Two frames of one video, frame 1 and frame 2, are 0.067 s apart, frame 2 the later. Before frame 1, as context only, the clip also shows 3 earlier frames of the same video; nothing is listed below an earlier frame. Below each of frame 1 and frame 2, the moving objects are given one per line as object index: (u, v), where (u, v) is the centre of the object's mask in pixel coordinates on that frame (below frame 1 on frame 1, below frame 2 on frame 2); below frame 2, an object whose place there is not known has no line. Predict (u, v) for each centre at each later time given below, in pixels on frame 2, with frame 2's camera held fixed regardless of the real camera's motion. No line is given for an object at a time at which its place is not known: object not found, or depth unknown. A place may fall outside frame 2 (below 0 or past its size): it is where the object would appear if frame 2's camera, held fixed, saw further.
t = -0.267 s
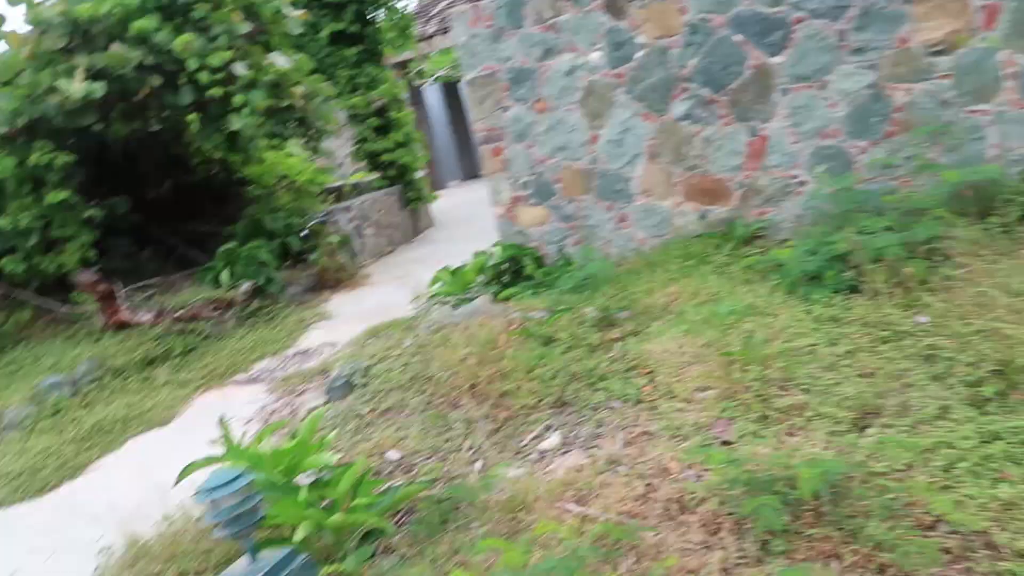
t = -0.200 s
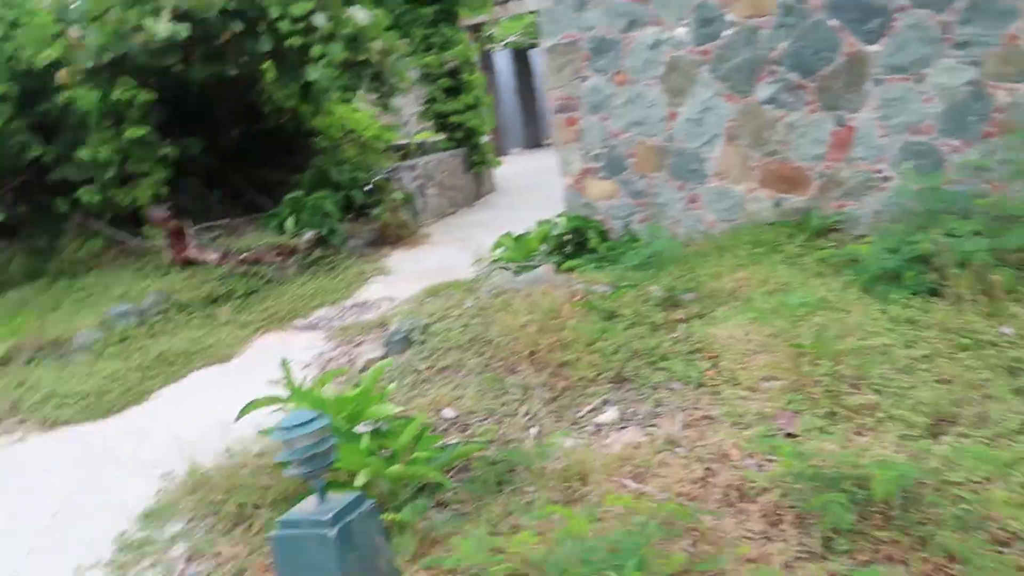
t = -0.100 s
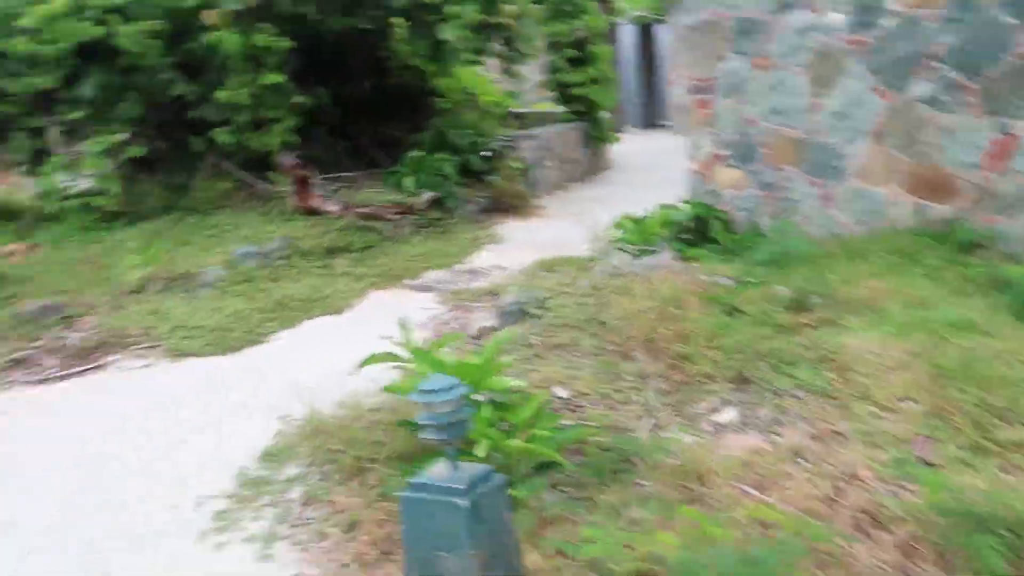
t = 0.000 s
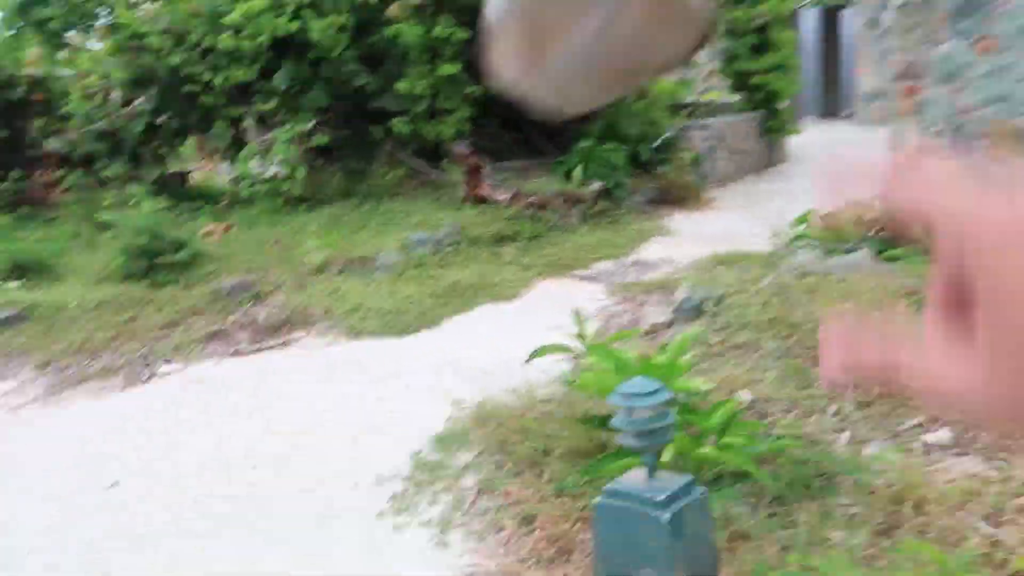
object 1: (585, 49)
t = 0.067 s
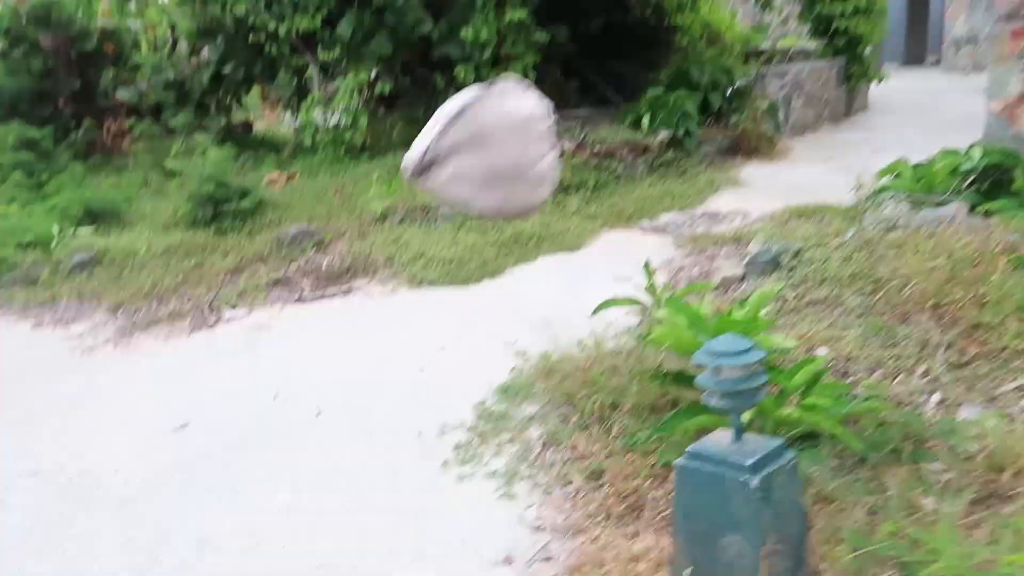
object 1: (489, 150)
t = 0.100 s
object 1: (436, 217)
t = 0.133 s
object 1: (399, 264)
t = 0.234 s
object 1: (343, 371)
